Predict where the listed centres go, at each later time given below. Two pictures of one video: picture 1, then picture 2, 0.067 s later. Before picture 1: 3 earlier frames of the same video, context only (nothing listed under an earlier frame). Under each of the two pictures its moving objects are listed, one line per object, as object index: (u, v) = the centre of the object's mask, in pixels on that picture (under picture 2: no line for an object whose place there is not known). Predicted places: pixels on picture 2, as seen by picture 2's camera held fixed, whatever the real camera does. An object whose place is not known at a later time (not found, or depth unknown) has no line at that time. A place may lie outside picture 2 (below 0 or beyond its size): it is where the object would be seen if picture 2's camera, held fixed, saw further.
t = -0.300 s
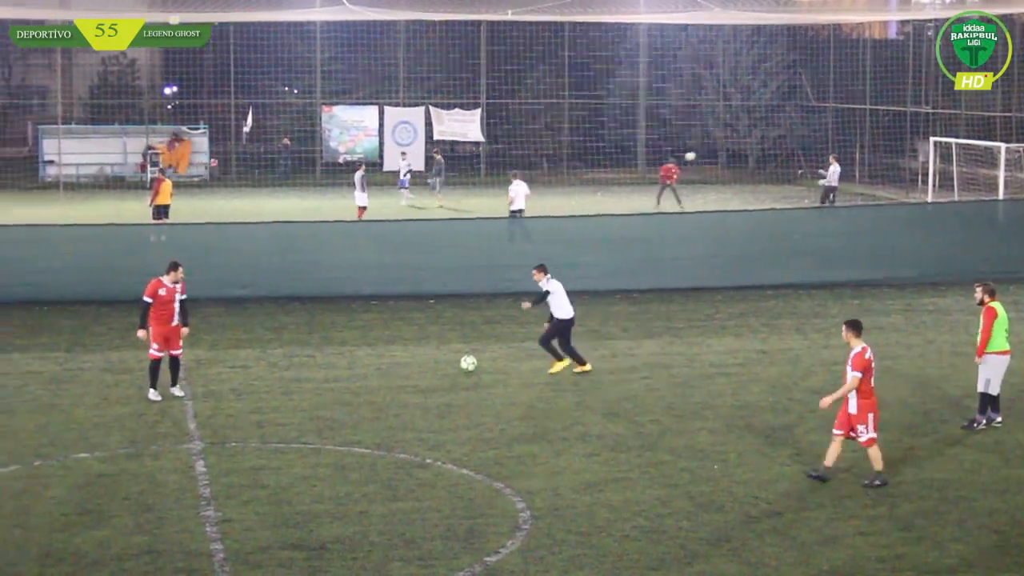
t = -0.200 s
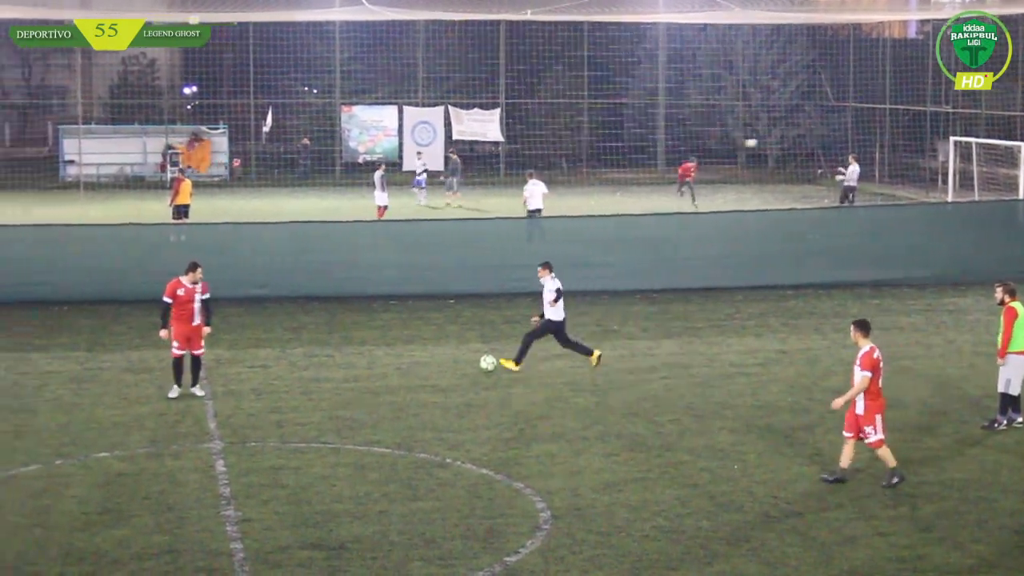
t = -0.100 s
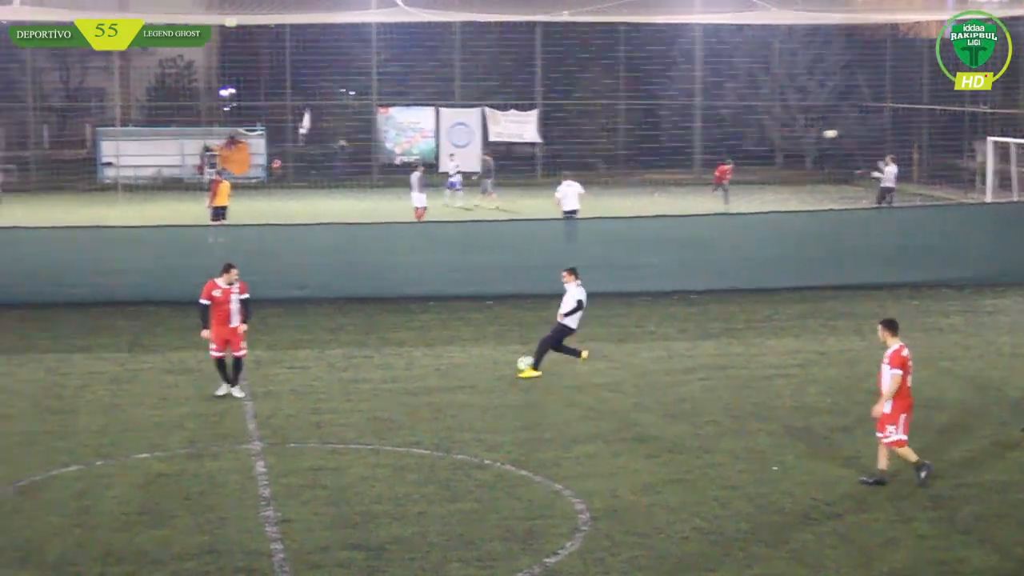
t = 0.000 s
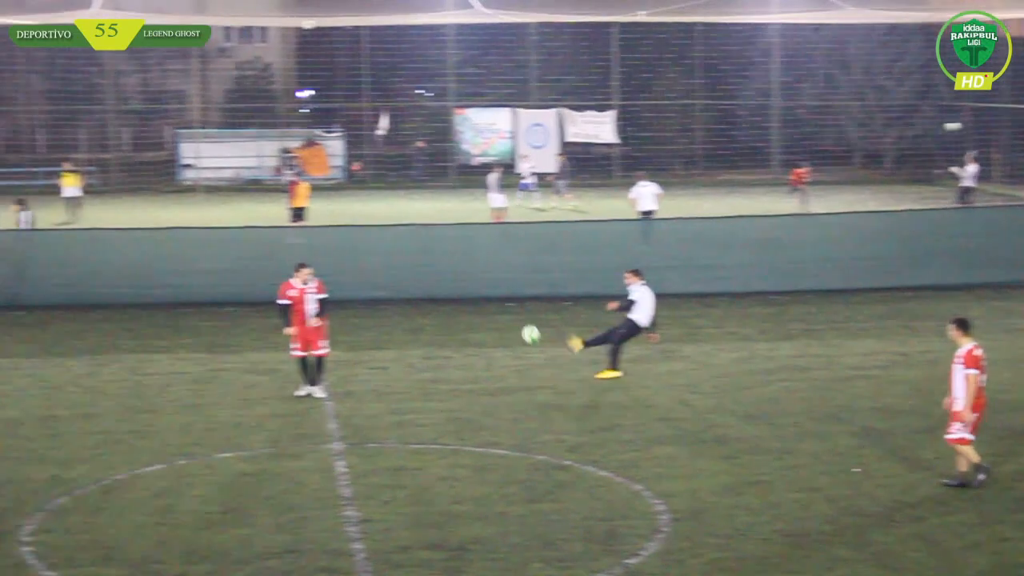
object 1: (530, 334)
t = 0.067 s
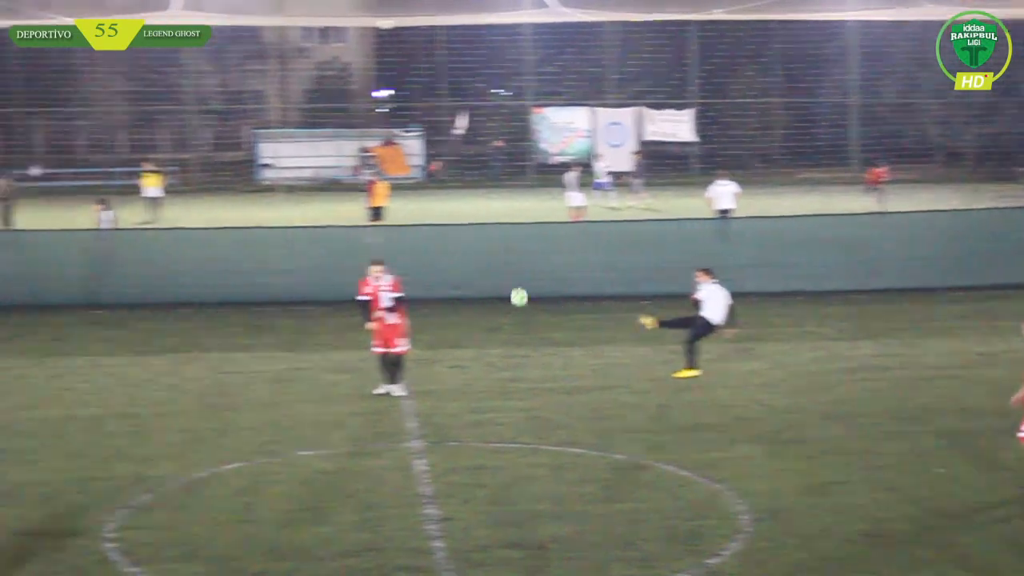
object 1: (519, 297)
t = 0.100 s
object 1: (475, 279)
